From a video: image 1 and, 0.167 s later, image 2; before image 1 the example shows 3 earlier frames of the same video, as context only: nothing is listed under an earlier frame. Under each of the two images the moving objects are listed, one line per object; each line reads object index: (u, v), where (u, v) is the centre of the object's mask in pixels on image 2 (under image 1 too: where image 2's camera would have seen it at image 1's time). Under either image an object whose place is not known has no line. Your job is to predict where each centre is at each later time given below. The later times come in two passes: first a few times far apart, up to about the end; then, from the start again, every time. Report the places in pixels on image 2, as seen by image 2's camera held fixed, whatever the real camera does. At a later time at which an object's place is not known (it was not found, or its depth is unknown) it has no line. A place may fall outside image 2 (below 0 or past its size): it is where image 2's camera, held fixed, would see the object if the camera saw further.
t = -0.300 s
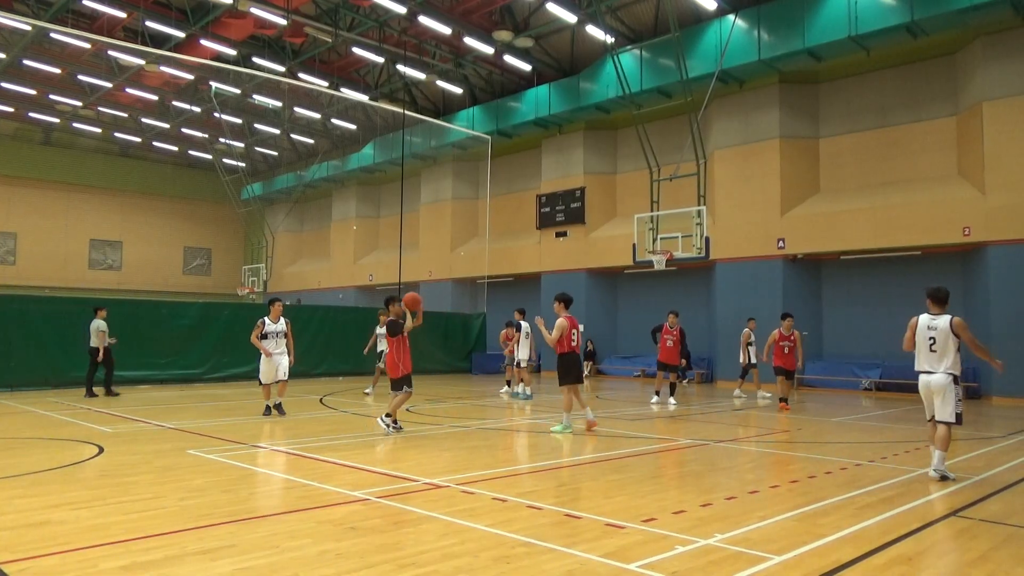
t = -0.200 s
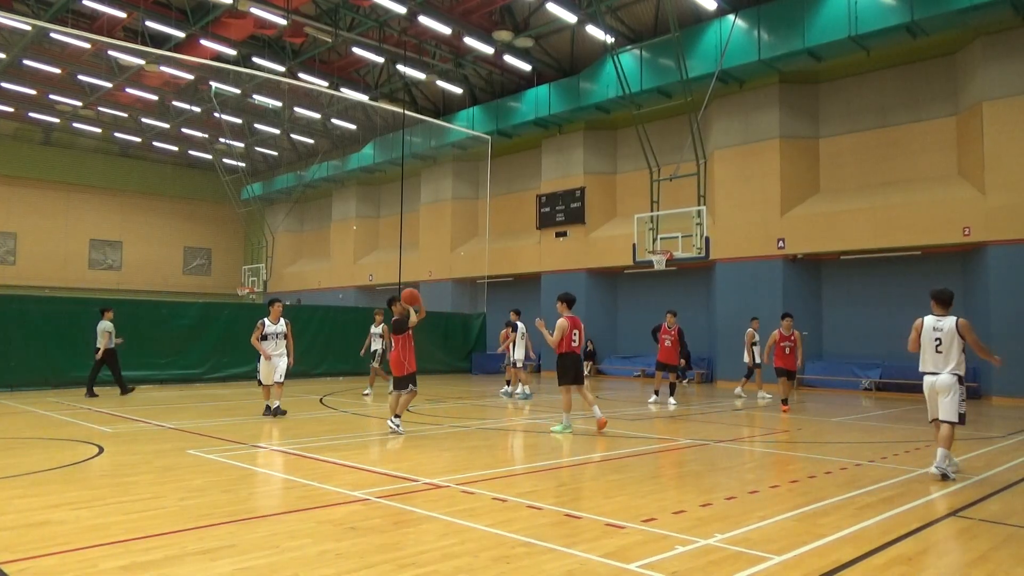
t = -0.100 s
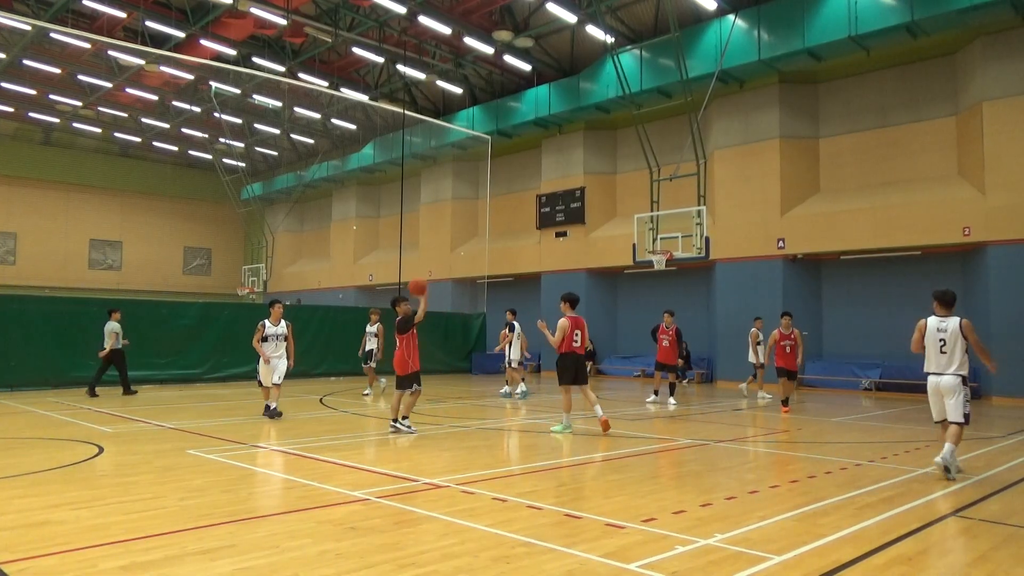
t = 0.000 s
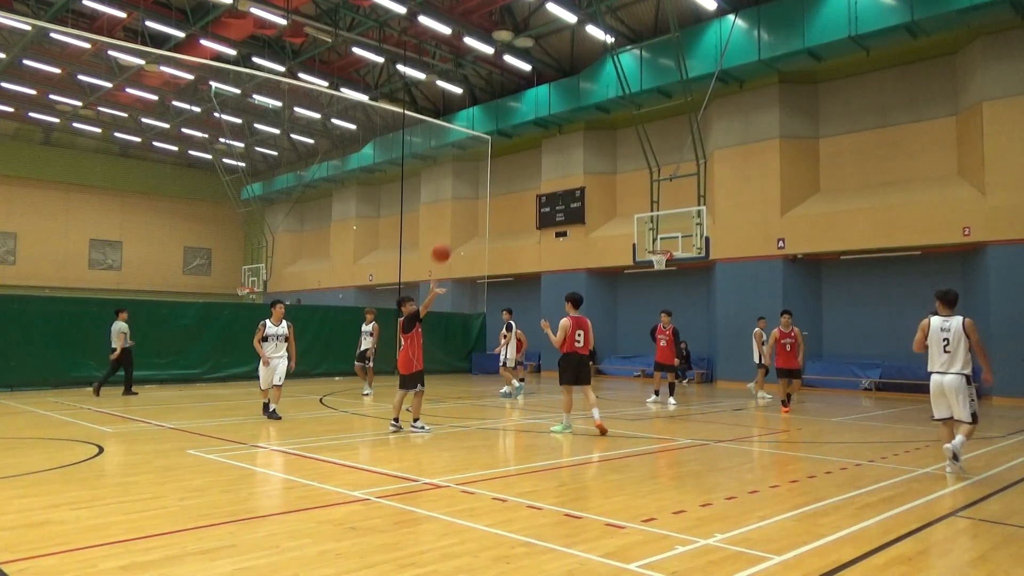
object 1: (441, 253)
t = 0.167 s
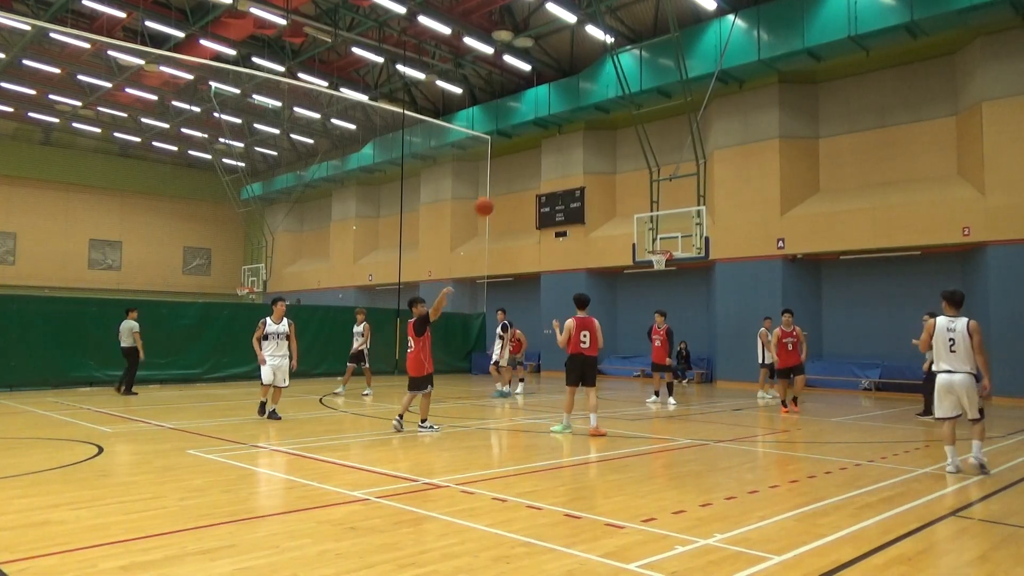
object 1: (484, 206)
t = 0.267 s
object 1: (510, 188)
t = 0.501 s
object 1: (574, 175)
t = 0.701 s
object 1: (632, 199)
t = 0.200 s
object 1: (492, 199)
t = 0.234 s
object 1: (501, 193)
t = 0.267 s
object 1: (510, 188)
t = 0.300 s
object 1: (520, 183)
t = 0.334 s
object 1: (529, 180)
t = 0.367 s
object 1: (538, 177)
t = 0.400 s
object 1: (547, 176)
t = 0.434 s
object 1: (556, 174)
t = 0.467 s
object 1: (565, 174)
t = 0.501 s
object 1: (574, 175)
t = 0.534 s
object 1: (584, 177)
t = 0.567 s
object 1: (593, 179)
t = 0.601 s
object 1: (603, 182)
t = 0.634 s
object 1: (612, 187)
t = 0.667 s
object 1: (623, 192)
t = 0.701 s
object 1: (632, 199)
